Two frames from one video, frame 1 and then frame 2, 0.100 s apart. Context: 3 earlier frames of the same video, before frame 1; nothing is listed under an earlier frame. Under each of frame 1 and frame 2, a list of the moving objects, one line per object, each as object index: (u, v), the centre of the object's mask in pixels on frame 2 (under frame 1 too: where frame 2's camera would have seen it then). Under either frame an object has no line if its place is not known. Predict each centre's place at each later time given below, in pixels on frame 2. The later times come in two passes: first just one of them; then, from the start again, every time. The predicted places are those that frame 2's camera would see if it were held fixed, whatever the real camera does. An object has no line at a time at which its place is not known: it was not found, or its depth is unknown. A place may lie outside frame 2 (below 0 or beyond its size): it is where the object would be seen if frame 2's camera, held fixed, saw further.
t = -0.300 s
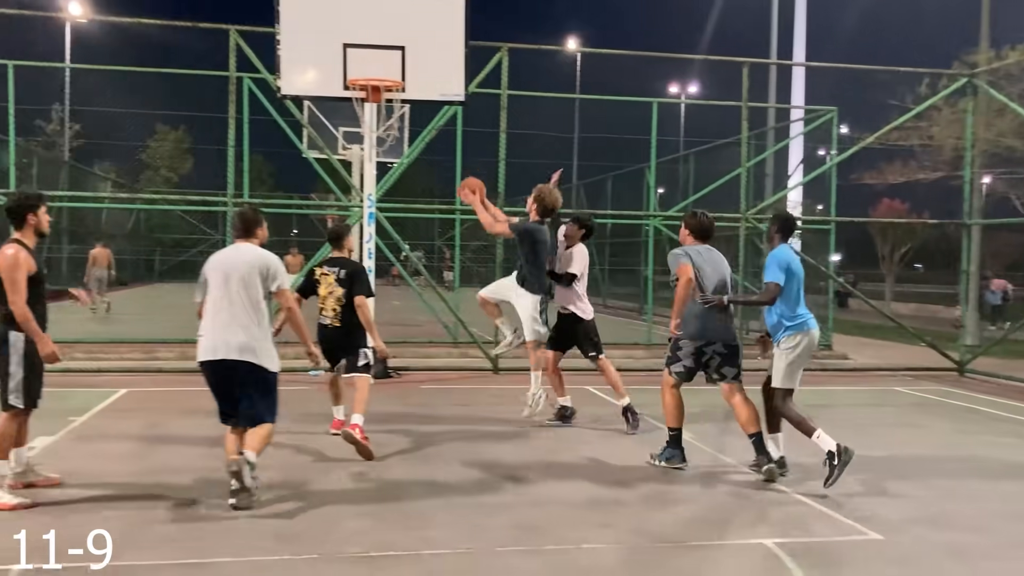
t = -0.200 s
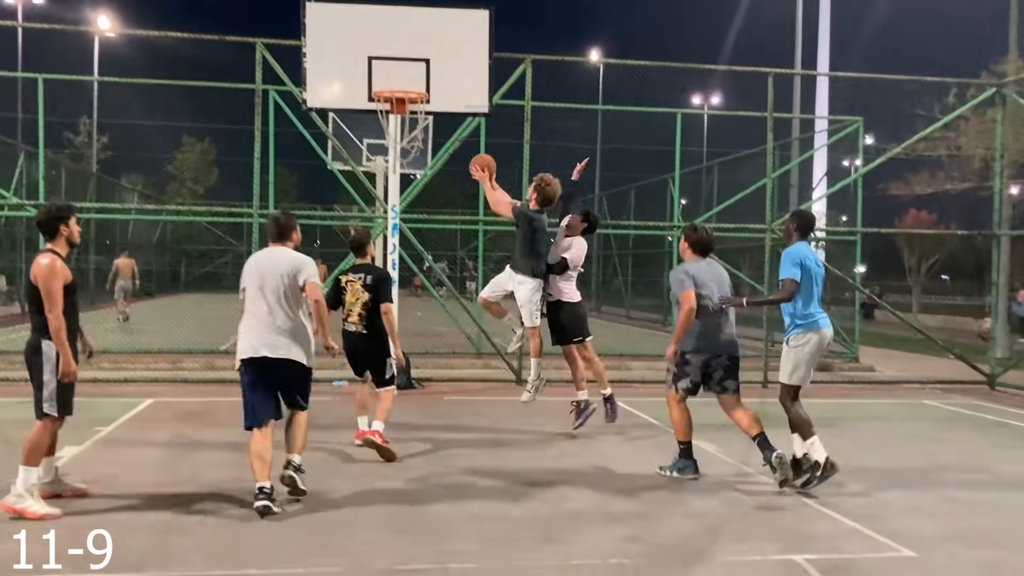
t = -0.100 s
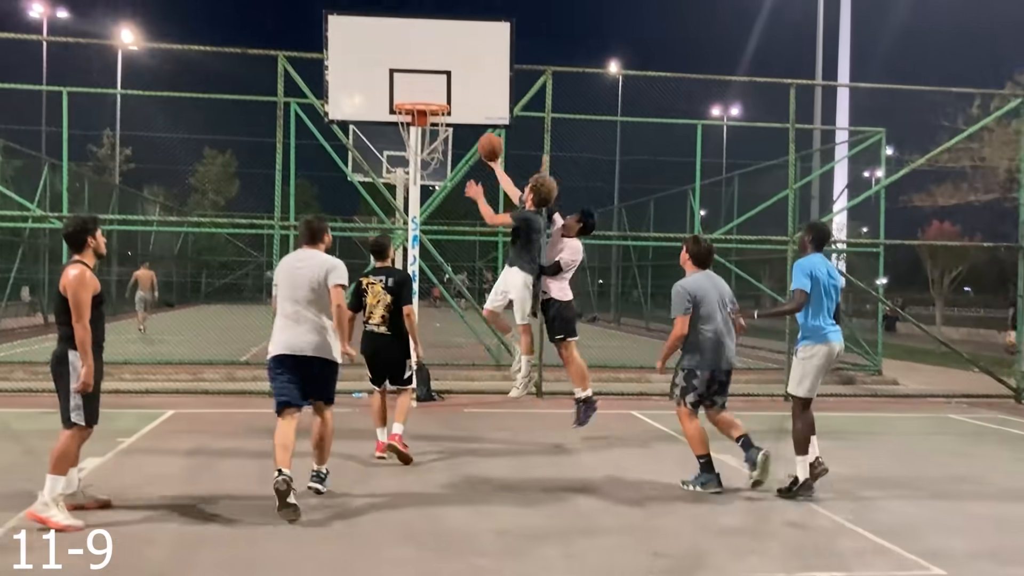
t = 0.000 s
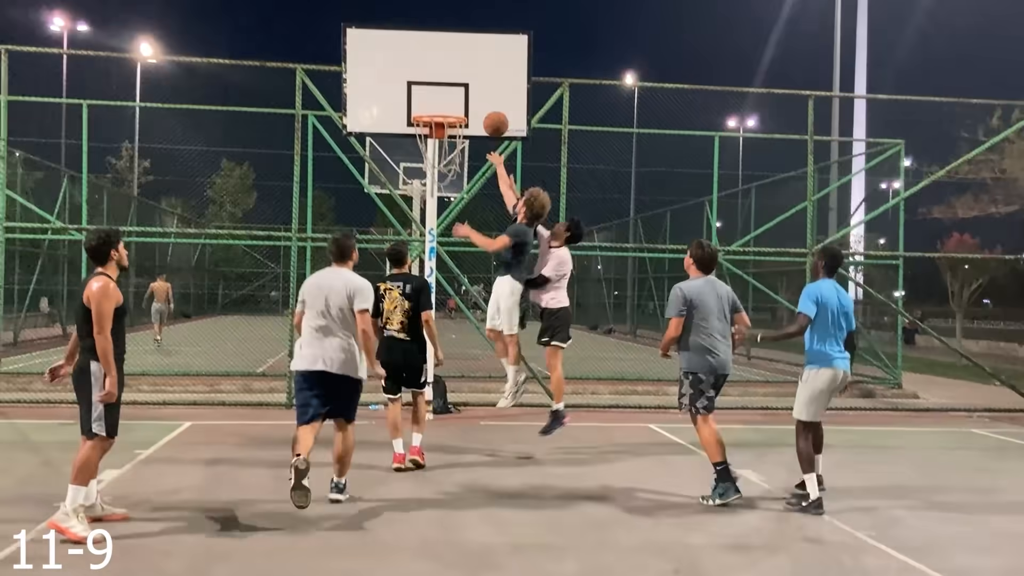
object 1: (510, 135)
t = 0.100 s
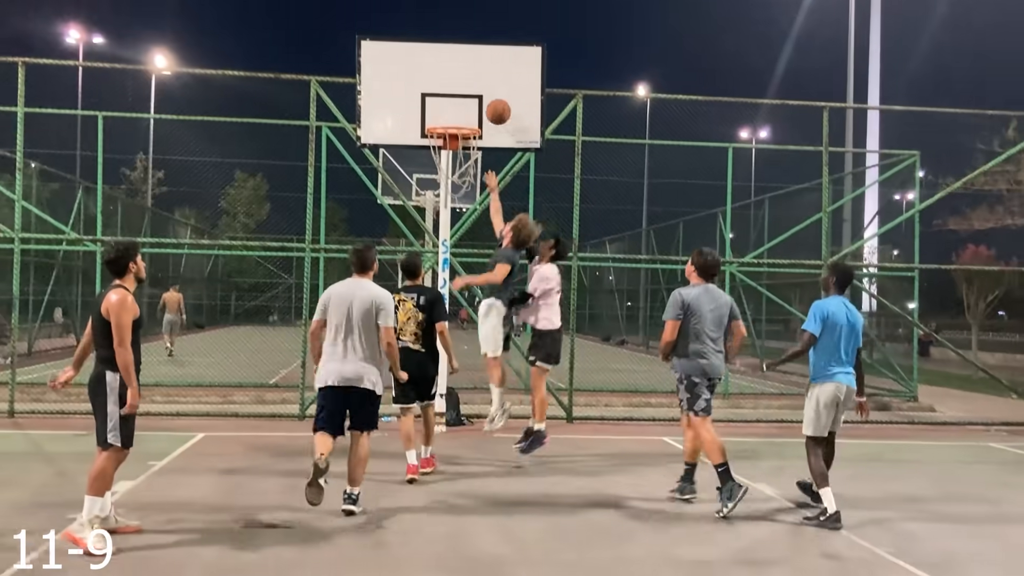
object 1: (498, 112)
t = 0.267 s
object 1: (485, 92)
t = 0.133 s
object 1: (494, 106)
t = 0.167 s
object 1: (491, 102)
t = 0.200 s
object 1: (489, 98)
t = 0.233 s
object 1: (487, 94)
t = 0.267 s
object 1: (485, 92)
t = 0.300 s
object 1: (483, 91)
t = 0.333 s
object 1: (480, 92)
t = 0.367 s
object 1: (478, 93)
